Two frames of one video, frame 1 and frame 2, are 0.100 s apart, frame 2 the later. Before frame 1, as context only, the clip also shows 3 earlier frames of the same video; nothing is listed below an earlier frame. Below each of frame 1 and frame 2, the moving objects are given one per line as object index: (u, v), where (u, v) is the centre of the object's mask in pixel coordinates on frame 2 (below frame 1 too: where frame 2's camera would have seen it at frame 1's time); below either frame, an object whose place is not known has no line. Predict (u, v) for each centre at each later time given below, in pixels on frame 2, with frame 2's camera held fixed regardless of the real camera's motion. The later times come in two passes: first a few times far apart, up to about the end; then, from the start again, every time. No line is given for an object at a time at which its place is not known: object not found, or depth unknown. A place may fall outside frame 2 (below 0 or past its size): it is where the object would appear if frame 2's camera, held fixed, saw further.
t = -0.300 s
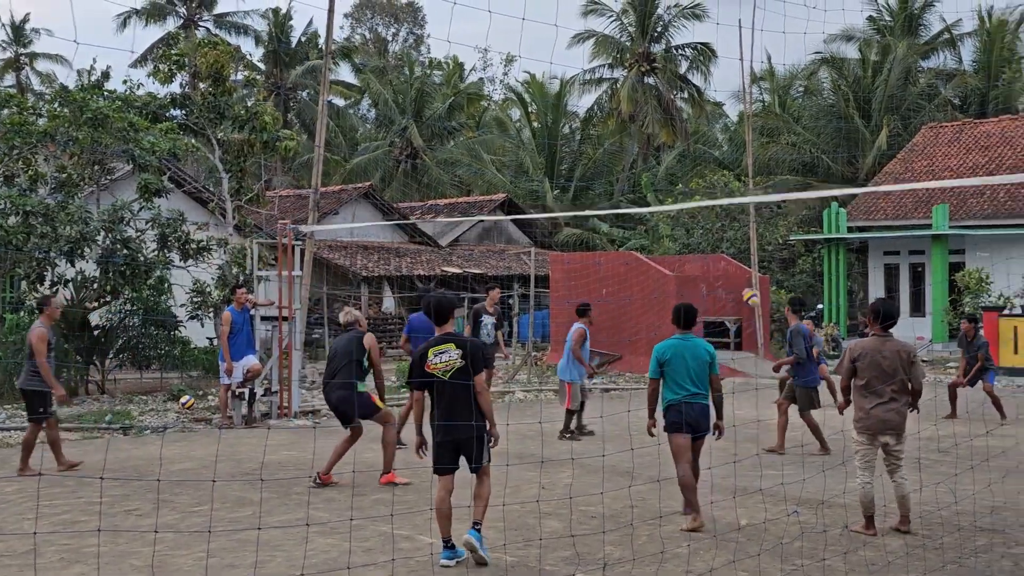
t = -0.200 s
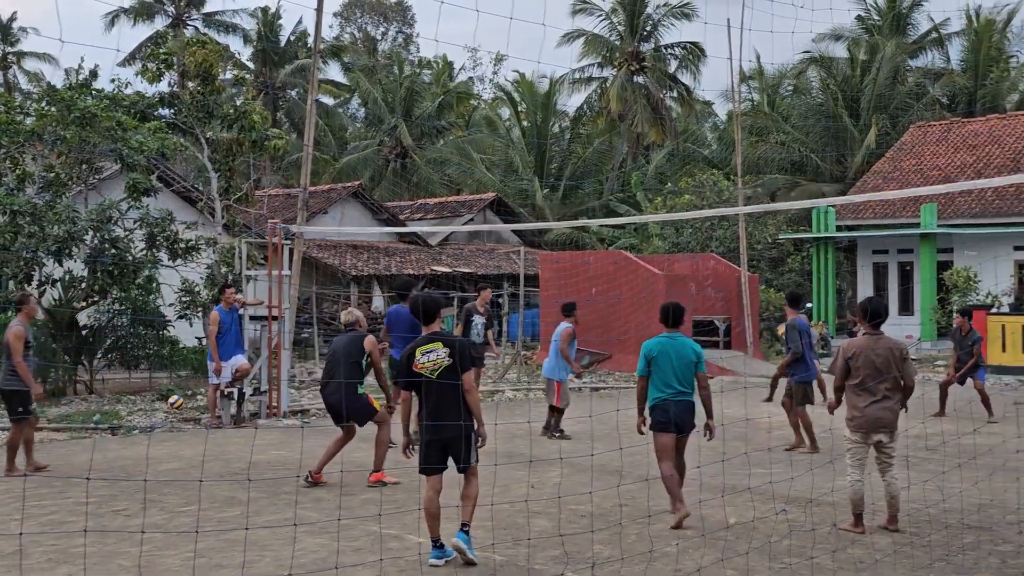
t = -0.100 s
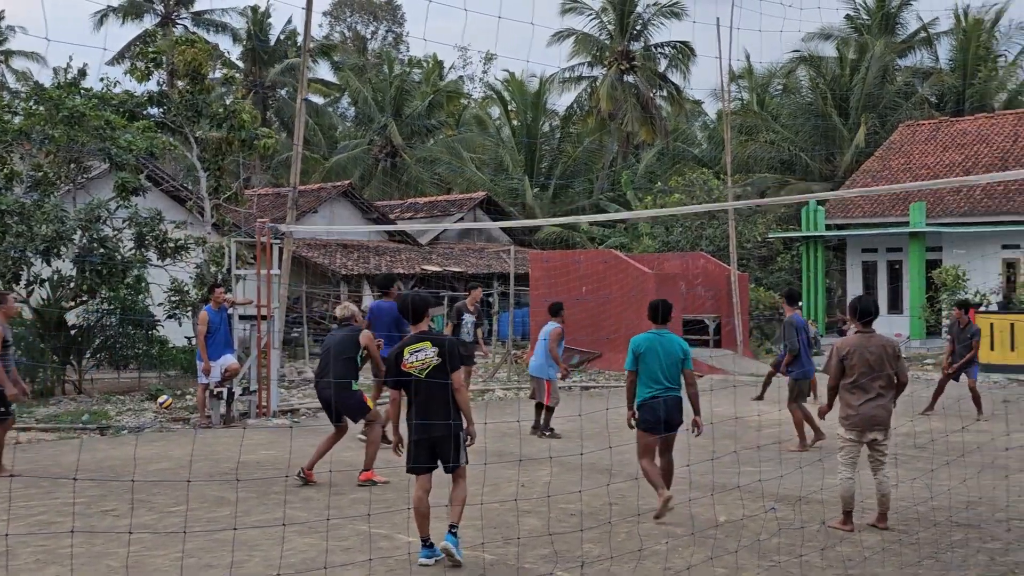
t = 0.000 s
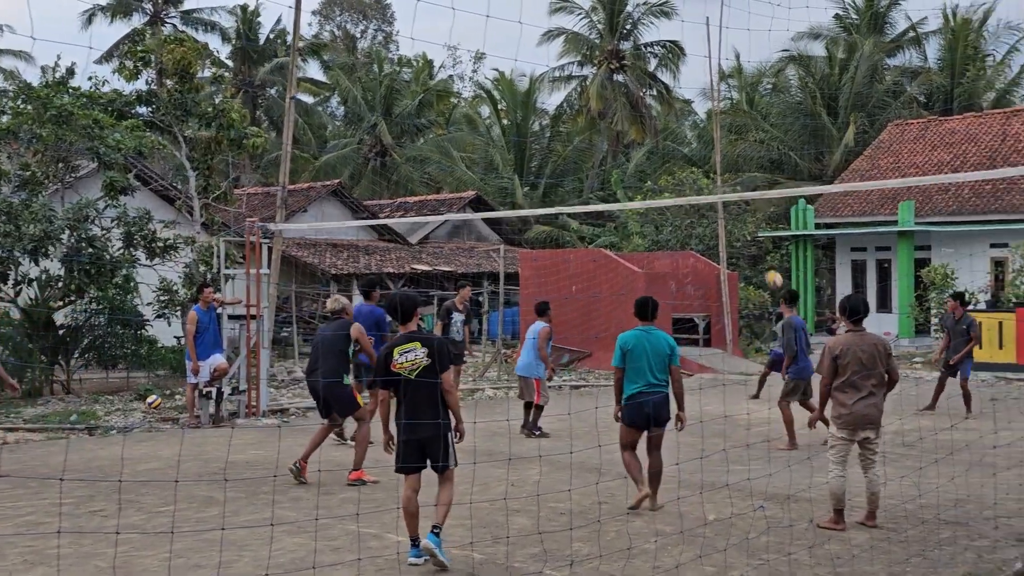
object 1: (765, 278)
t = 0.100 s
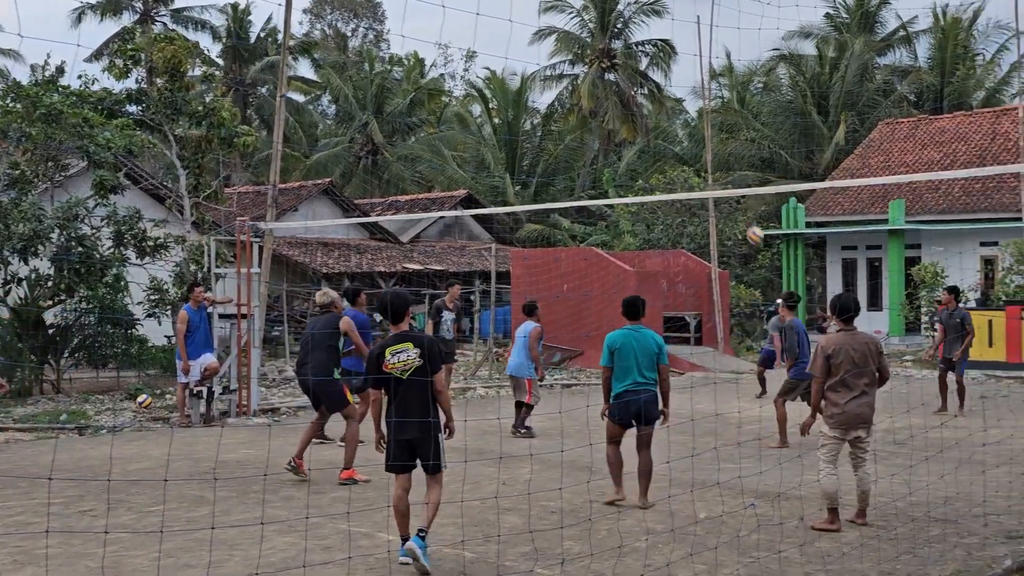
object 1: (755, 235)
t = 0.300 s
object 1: (734, 167)
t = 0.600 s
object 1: (702, 115)
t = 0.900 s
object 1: (667, 133)
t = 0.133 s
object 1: (752, 222)
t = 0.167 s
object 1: (748, 210)
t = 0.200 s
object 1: (743, 202)
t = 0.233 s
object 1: (741, 187)
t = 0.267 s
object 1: (737, 177)
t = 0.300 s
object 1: (734, 167)
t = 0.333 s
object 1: (731, 158)
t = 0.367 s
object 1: (727, 150)
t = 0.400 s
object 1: (724, 143)
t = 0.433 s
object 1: (720, 137)
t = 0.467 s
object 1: (717, 131)
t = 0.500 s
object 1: (713, 126)
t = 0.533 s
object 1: (709, 122)
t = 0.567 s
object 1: (706, 119)
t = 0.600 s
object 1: (702, 115)
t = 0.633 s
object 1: (700, 115)
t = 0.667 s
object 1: (696, 114)
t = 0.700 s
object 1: (691, 114)
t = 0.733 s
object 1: (687, 116)
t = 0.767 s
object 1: (683, 116)
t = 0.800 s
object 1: (680, 119)
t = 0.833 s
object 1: (675, 123)
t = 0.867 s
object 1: (672, 128)
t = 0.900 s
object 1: (667, 133)
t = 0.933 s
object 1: (663, 140)
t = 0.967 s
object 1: (660, 148)
